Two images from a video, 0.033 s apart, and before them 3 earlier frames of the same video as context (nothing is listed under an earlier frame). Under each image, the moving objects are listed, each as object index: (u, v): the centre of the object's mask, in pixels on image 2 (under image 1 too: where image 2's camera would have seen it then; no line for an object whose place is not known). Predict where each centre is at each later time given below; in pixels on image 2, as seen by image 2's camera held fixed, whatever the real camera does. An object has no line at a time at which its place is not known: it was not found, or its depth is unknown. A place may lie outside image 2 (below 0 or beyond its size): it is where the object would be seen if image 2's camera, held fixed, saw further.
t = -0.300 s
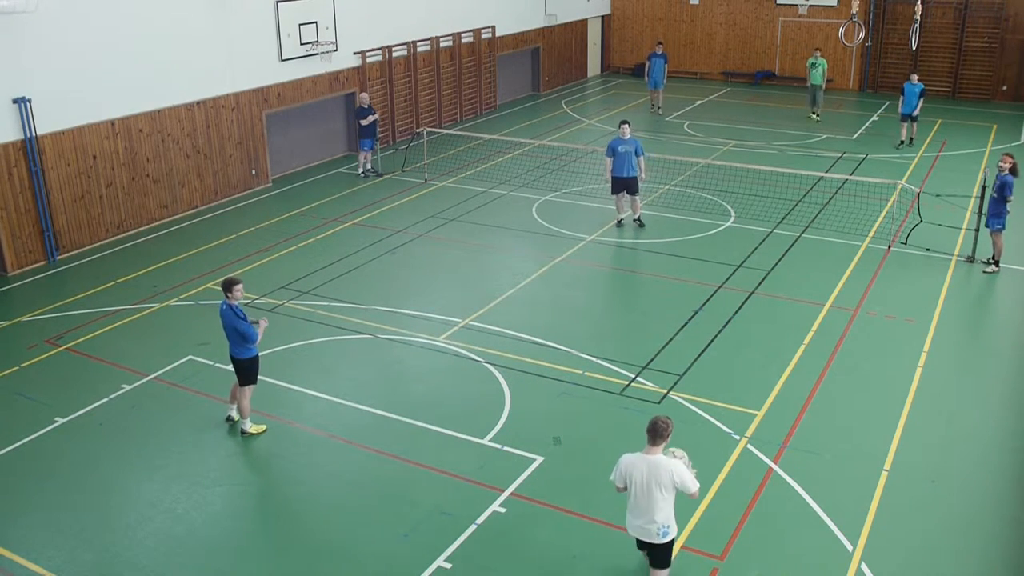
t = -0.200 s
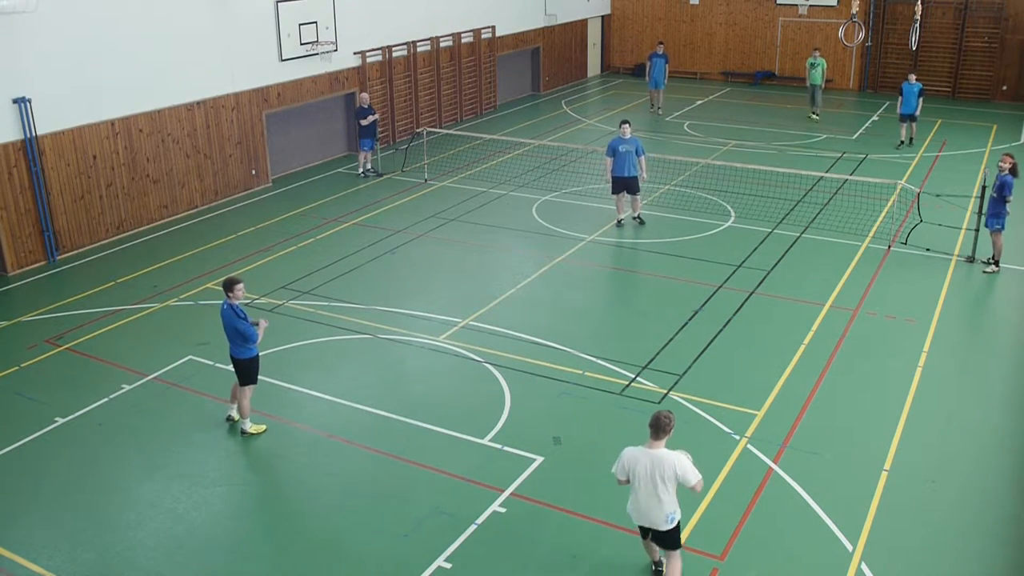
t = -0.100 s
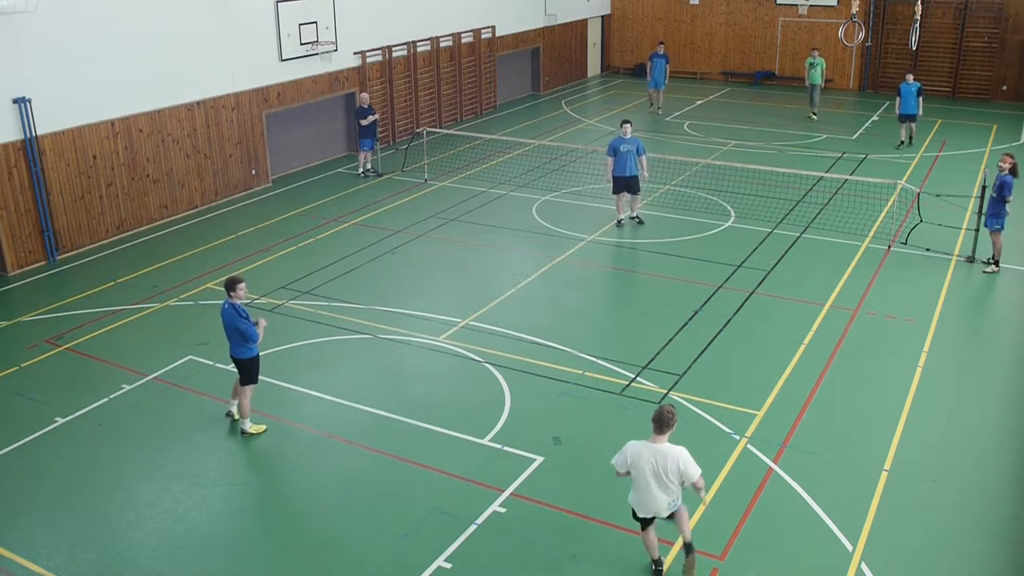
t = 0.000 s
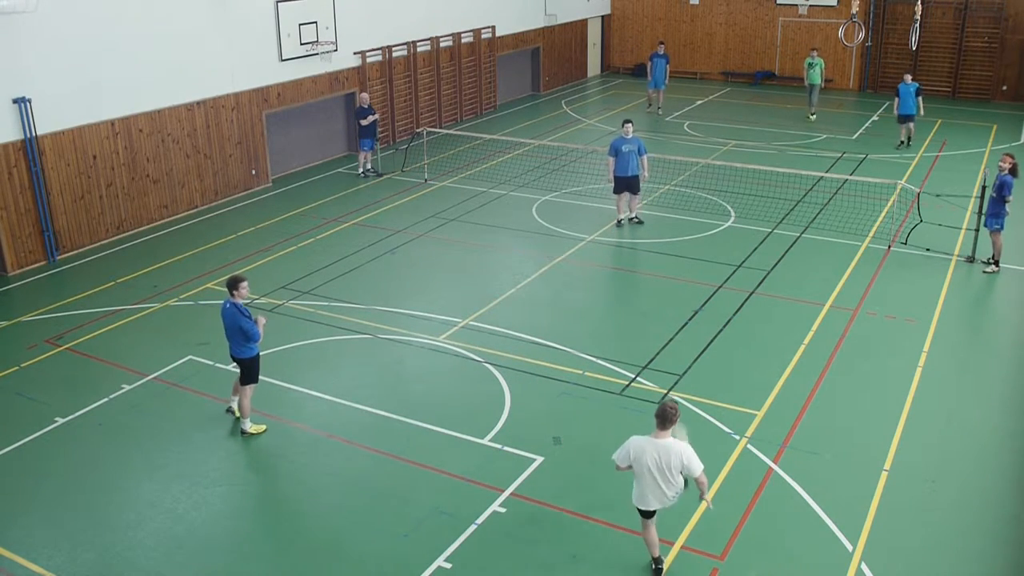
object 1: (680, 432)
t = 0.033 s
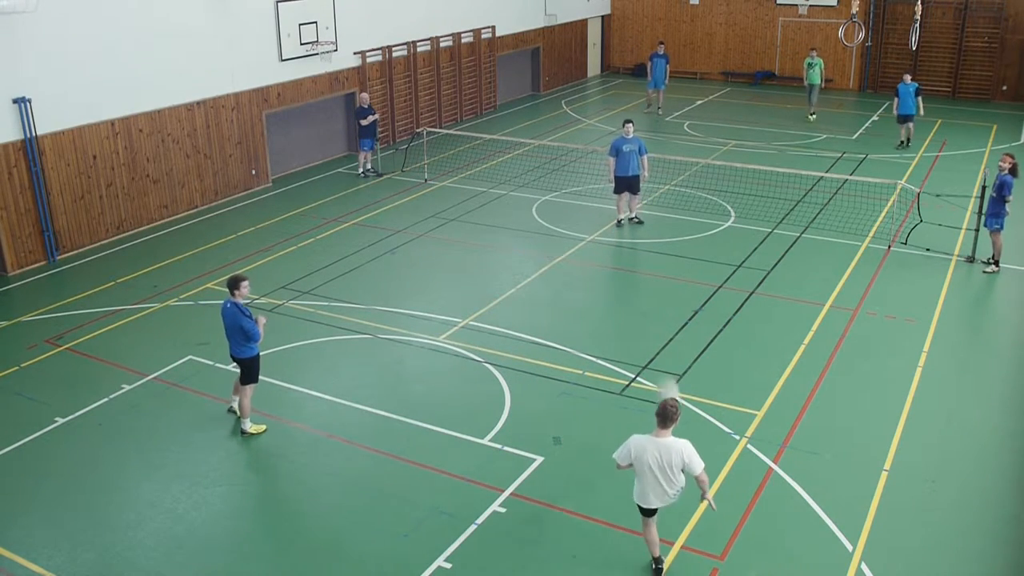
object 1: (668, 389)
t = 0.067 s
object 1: (662, 352)
